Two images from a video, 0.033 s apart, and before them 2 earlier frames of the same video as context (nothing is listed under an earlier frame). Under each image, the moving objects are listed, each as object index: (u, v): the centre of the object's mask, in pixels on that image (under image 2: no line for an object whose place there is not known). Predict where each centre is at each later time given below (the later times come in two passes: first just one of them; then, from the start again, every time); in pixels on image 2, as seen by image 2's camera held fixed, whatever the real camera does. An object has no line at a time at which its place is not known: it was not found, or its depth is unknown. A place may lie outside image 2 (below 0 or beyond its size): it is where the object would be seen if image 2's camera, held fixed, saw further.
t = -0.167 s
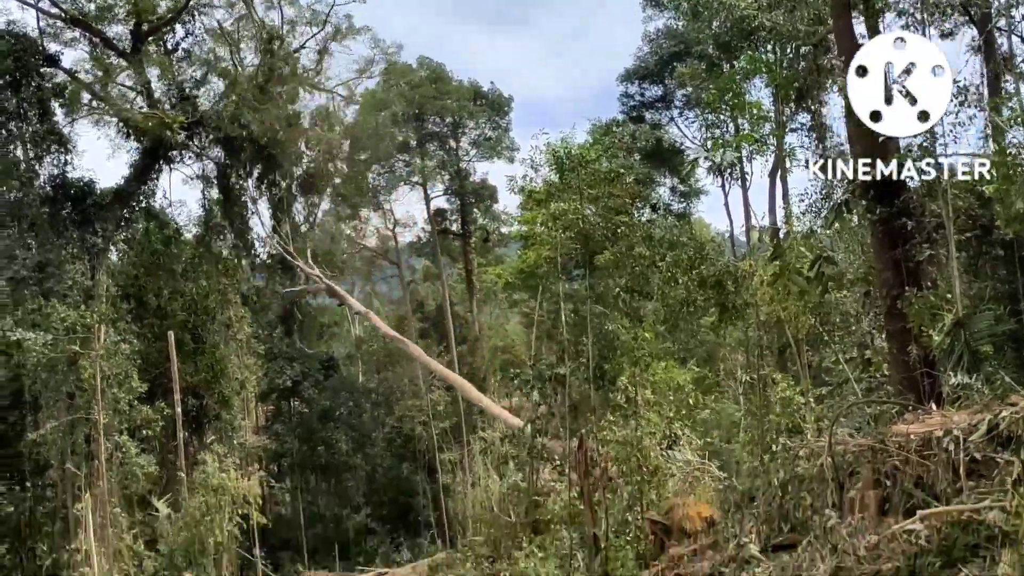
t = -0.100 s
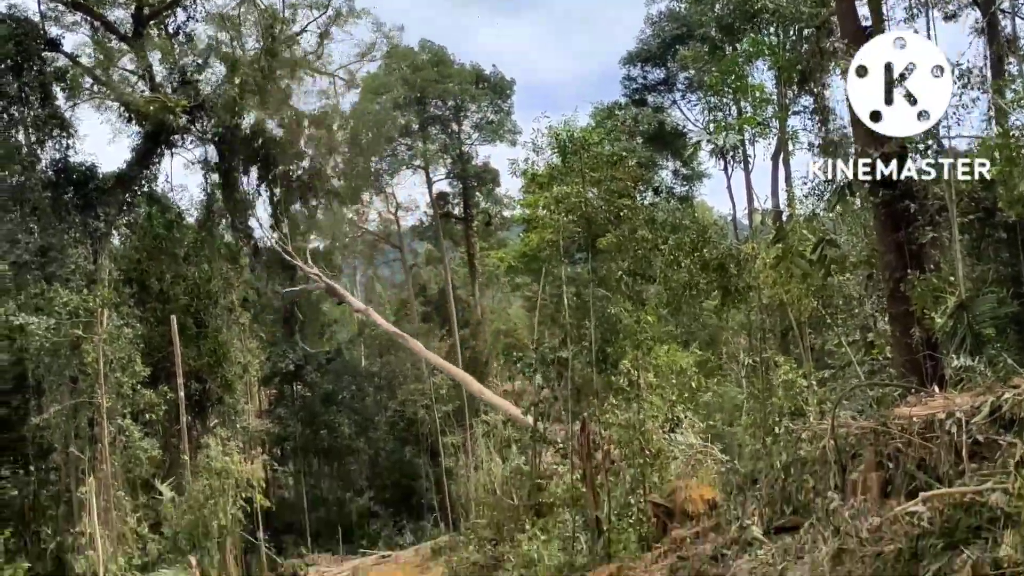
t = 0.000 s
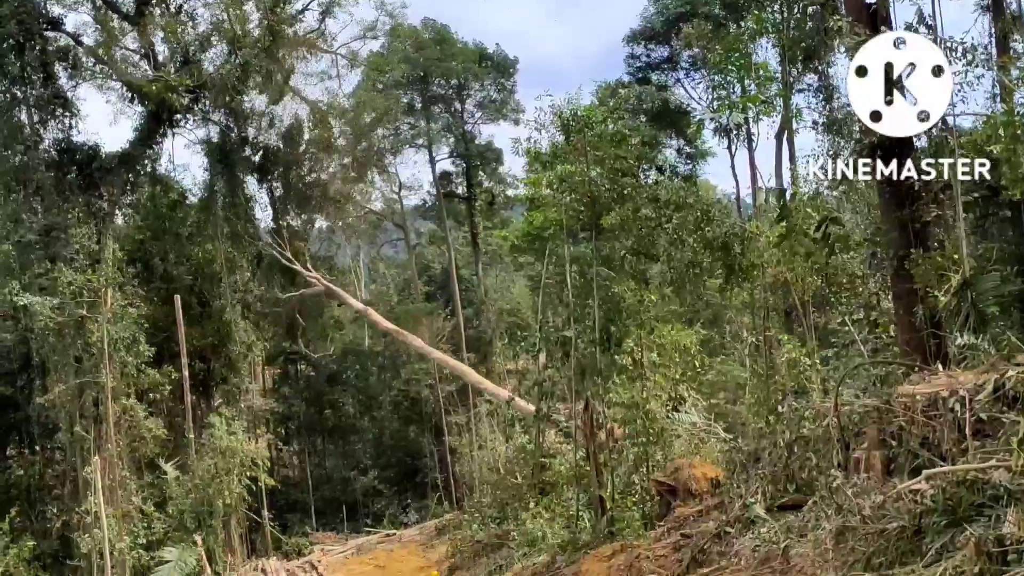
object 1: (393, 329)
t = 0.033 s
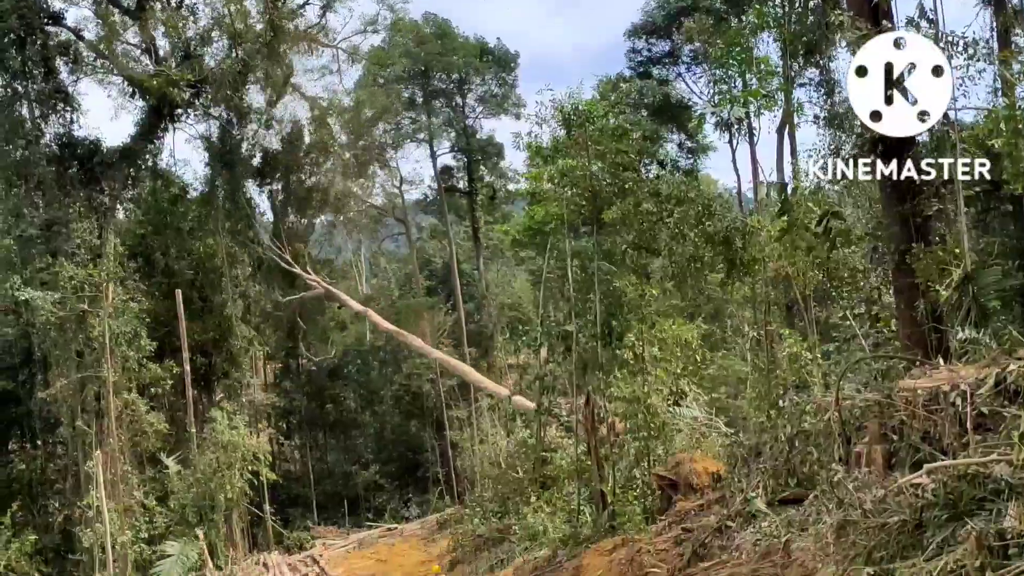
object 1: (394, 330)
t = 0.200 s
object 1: (391, 357)
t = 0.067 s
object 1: (397, 338)
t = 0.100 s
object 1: (390, 338)
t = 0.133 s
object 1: (392, 346)
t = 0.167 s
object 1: (393, 352)
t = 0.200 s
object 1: (391, 357)
